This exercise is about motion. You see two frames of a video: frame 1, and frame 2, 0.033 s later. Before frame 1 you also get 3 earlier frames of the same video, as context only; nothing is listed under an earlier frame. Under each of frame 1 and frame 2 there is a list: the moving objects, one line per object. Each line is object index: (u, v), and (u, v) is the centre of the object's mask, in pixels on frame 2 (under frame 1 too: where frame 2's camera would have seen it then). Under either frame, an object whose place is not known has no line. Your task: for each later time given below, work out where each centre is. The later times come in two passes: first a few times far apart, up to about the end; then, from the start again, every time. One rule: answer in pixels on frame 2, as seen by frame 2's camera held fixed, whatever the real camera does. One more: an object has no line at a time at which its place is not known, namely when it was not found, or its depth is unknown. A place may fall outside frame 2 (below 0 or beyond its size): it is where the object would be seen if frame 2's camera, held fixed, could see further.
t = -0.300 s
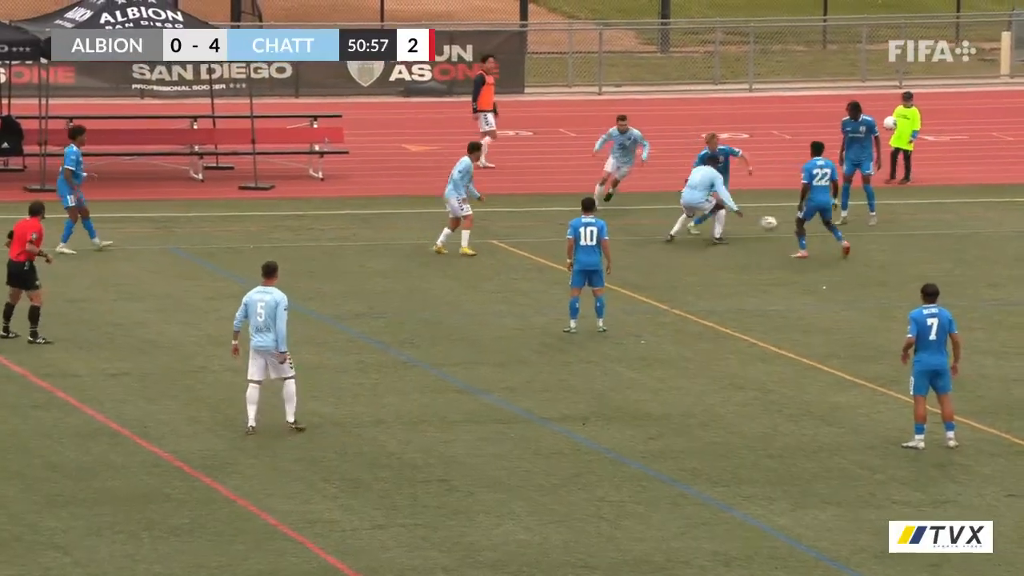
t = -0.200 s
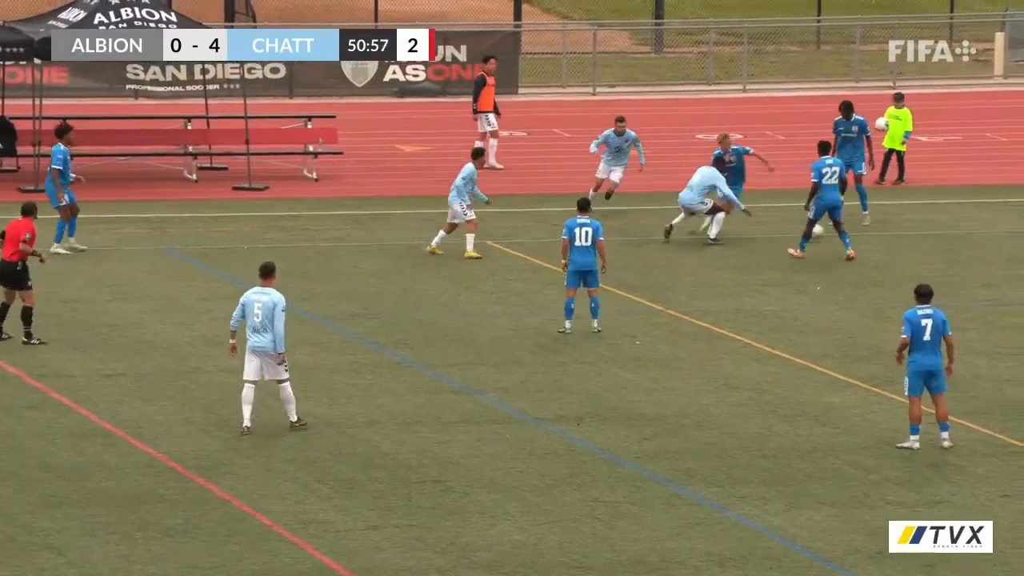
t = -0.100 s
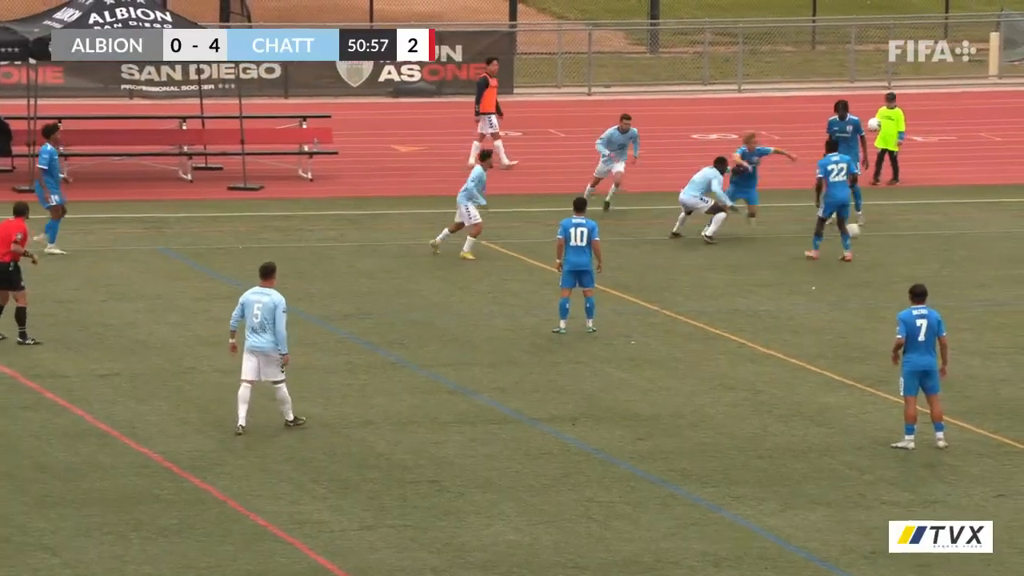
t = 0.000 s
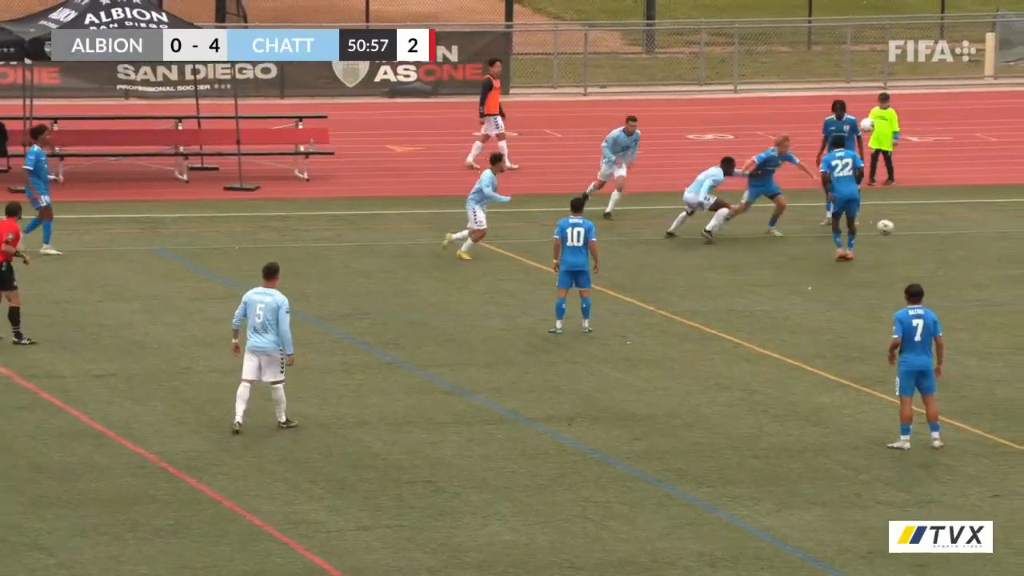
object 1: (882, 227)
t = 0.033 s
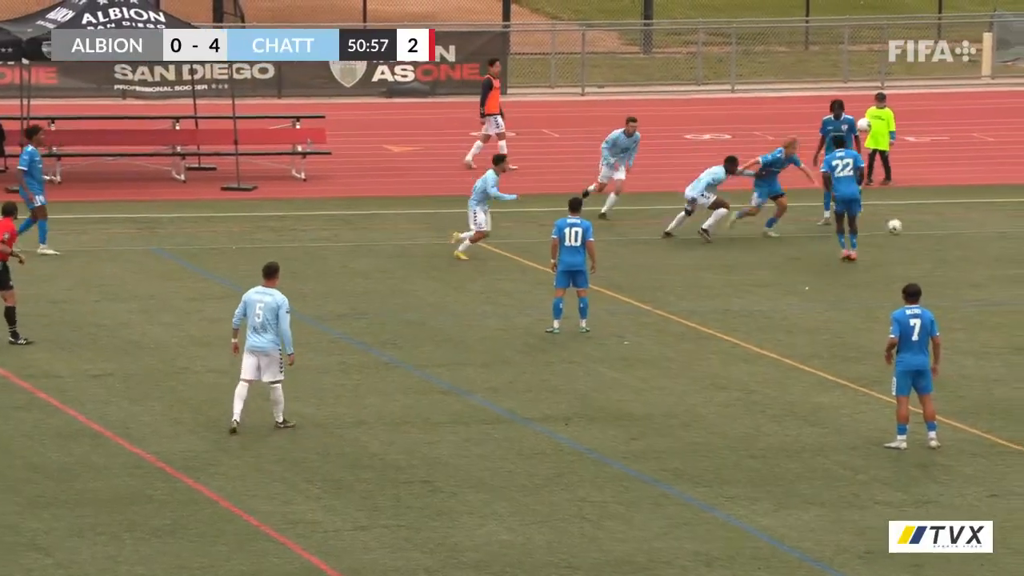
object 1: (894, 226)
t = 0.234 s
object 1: (968, 241)
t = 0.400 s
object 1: (1016, 239)
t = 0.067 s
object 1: (907, 227)
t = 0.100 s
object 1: (920, 229)
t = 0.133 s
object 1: (932, 232)
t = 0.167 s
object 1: (944, 235)
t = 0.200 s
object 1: (957, 241)
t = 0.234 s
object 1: (968, 241)
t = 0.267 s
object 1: (977, 239)
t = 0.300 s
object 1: (987, 238)
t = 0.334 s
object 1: (996, 237)
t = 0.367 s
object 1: (1006, 237)
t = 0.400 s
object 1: (1016, 239)
